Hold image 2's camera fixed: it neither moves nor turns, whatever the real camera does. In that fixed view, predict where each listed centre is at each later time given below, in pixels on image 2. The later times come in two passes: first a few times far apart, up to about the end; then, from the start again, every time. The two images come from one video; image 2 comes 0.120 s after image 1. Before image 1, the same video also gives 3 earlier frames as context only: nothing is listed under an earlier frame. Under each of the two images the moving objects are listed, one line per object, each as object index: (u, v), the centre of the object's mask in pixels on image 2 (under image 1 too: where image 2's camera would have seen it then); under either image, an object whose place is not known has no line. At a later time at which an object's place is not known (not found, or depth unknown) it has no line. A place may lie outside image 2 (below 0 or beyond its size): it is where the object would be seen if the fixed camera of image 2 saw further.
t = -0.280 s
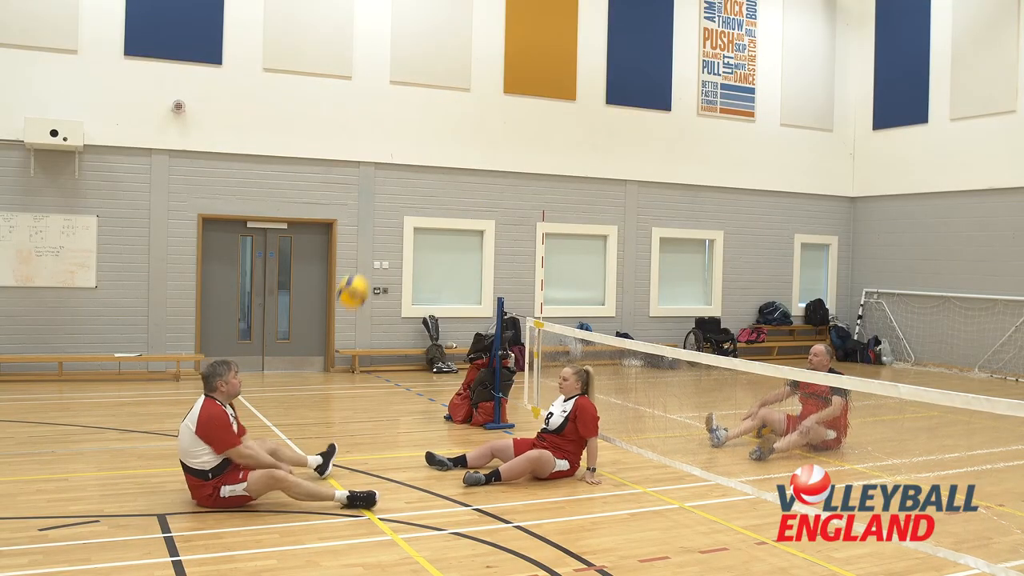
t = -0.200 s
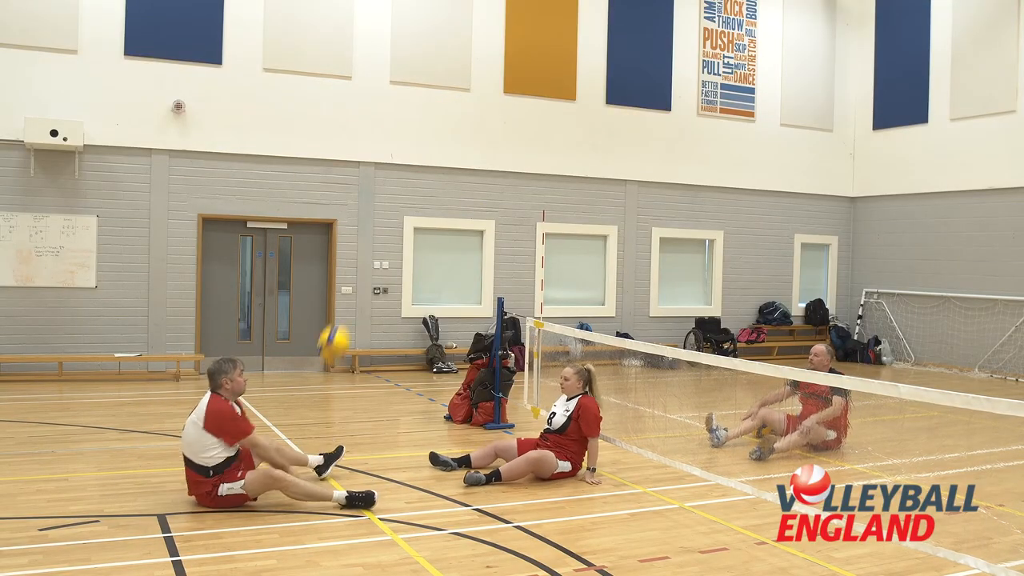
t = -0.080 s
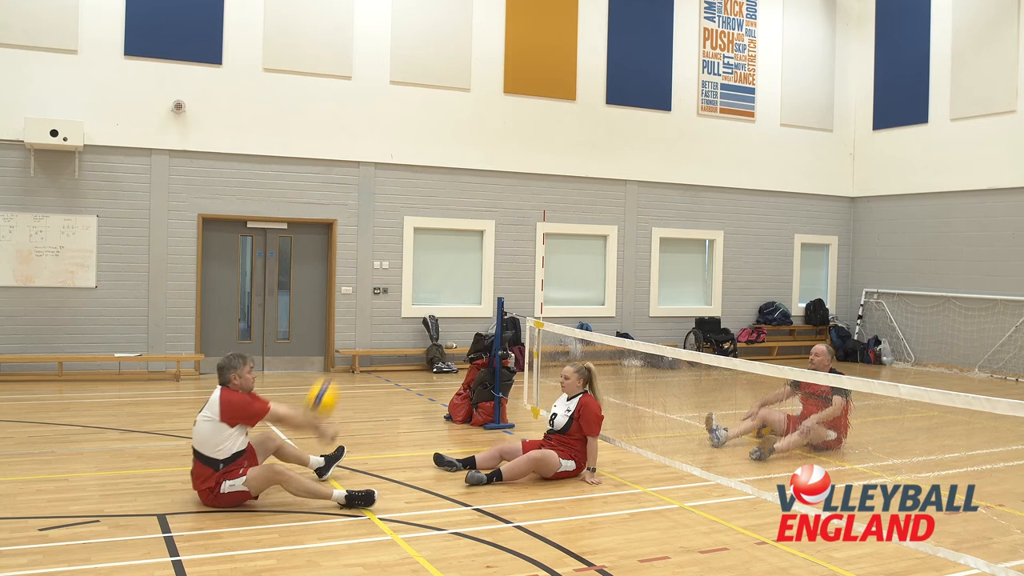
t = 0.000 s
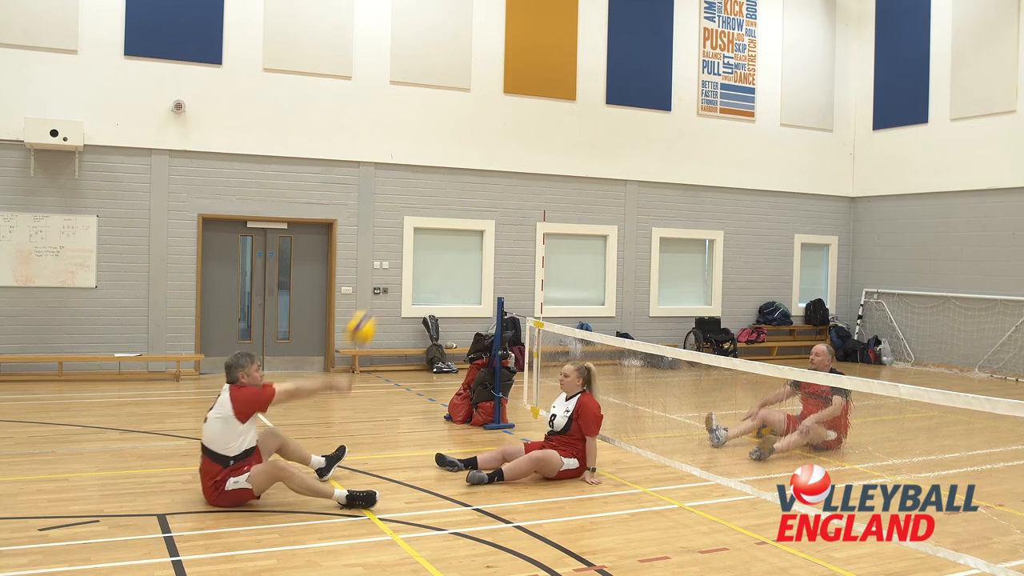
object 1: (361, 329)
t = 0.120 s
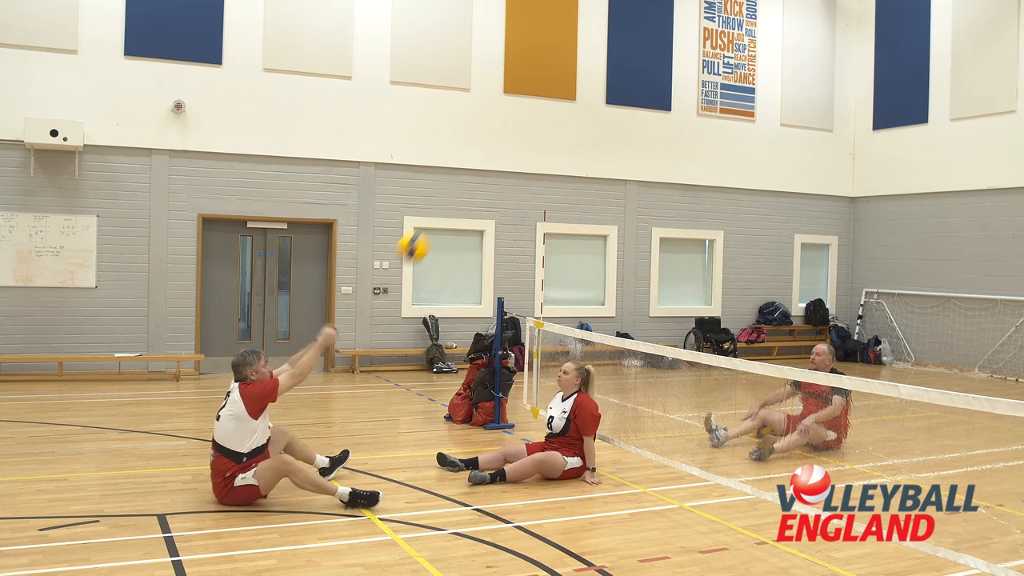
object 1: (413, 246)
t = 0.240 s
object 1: (462, 187)
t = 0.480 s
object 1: (548, 137)
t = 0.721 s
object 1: (620, 163)
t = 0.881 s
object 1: (662, 216)
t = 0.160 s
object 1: (430, 223)
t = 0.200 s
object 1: (447, 203)
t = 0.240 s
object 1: (462, 187)
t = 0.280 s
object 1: (477, 173)
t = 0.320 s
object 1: (493, 161)
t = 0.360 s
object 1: (507, 152)
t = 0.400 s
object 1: (521, 145)
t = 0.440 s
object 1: (535, 139)
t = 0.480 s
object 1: (548, 137)
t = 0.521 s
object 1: (561, 136)
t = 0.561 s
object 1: (574, 137)
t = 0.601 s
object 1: (586, 141)
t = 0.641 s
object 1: (598, 146)
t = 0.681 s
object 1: (609, 153)
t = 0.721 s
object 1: (620, 163)
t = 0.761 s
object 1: (631, 173)
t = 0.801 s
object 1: (643, 186)
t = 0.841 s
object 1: (652, 200)
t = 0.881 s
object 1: (662, 216)
